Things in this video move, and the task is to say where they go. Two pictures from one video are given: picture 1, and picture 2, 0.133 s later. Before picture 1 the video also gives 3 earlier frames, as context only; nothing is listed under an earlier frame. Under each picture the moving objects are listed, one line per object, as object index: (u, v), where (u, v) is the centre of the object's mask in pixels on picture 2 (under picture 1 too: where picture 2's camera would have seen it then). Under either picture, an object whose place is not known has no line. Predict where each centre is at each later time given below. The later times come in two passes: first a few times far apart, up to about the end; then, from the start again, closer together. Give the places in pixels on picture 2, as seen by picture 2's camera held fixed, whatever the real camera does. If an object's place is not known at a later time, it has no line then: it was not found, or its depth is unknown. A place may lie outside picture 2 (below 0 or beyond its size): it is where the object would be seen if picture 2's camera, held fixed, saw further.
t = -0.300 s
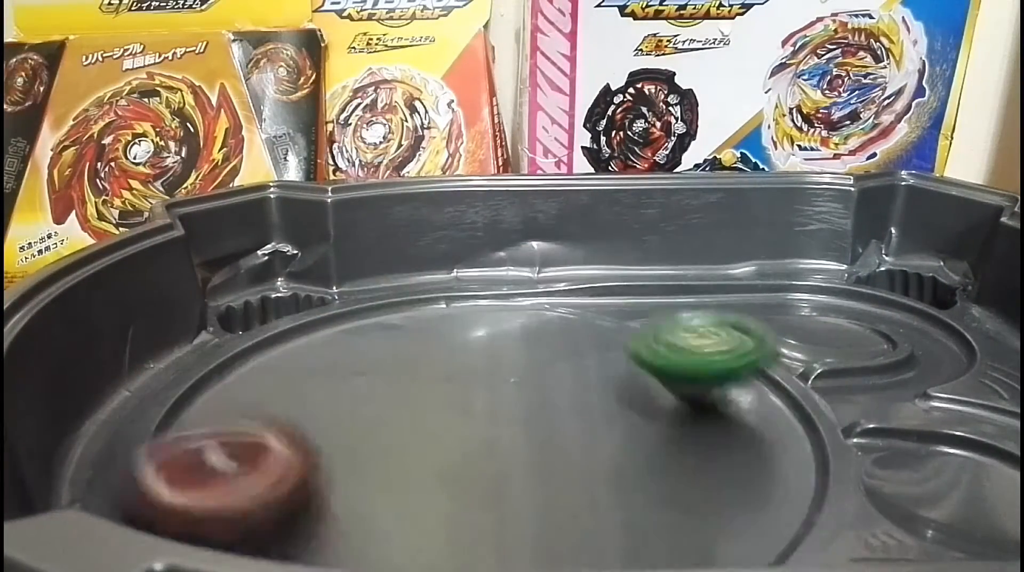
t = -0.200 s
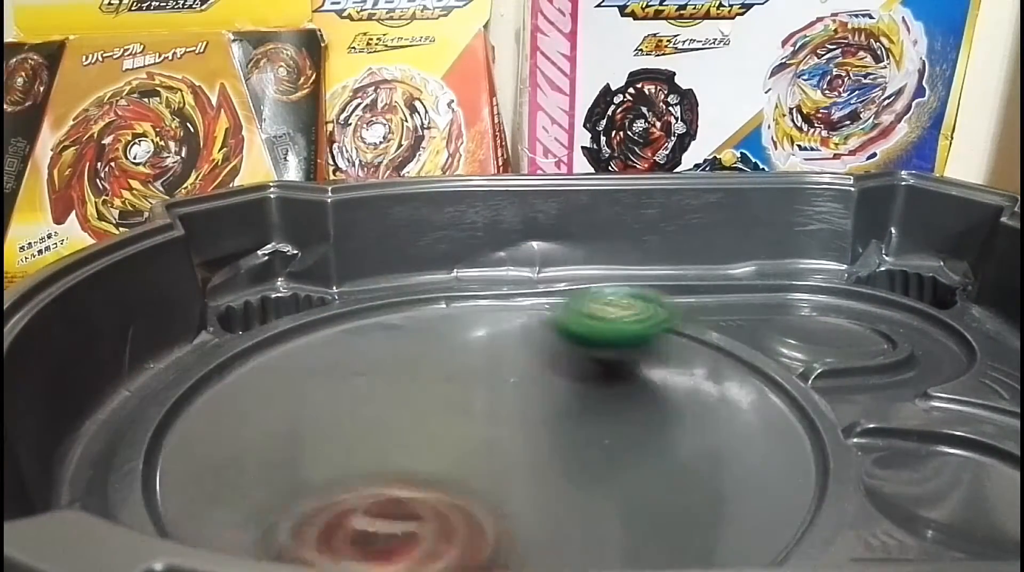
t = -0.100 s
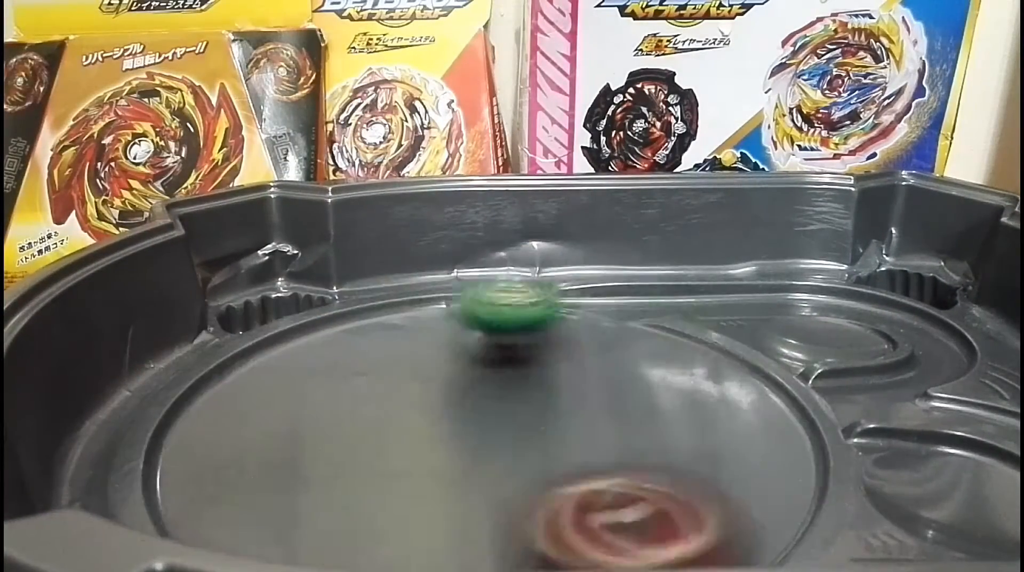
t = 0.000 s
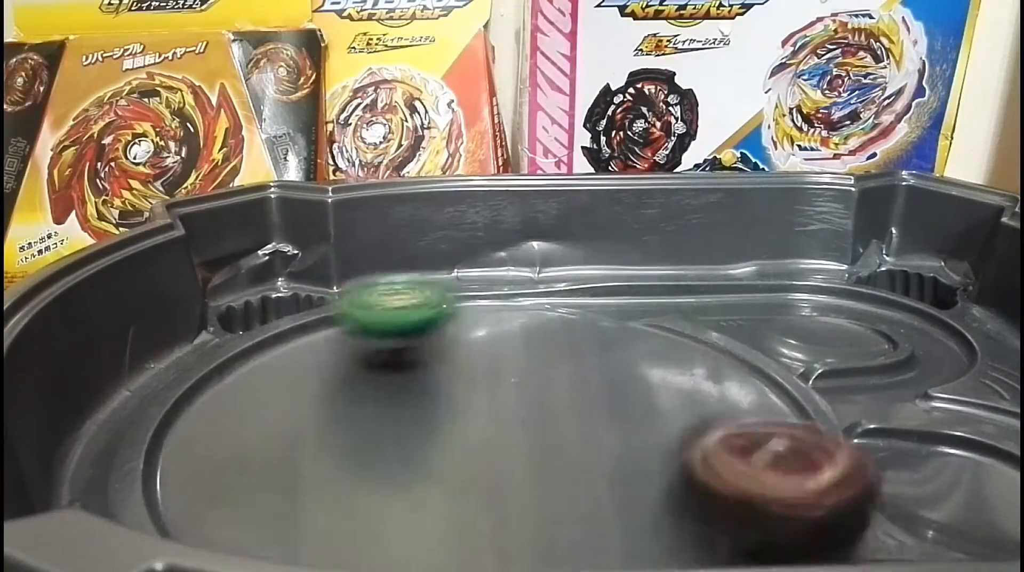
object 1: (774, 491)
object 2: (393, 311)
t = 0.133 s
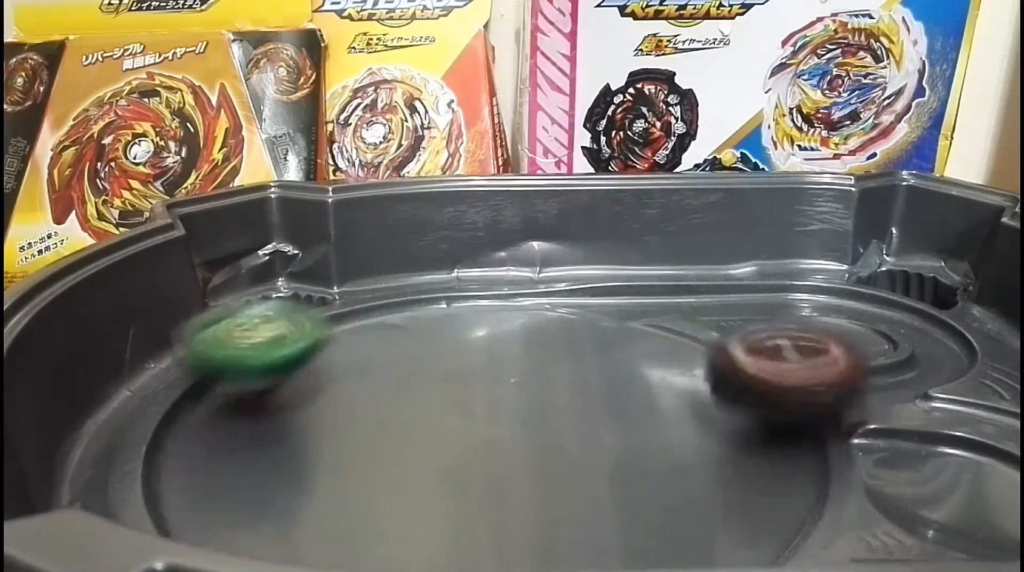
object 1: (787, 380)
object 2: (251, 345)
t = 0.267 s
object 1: (659, 311)
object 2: (182, 416)
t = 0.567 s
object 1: (251, 356)
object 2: (550, 485)
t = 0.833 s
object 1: (353, 523)
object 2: (656, 334)
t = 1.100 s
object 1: (735, 479)
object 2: (444, 275)
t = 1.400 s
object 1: (666, 322)
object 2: (299, 388)
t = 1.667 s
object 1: (404, 316)
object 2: (565, 437)
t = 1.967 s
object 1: (268, 463)
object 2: (619, 340)
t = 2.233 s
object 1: (516, 521)
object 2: (479, 349)
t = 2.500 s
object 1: (708, 451)
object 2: (487, 414)
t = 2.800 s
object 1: (608, 319)
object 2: (589, 391)
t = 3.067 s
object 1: (412, 309)
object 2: (530, 372)
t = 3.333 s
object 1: (275, 385)
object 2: (504, 398)
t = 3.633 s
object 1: (409, 491)
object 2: (491, 394)
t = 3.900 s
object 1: (645, 449)
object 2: (483, 385)
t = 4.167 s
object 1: (661, 354)
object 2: (478, 382)
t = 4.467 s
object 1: (514, 307)
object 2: (490, 393)
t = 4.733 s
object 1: (365, 361)
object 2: (479, 398)
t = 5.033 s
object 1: (371, 461)
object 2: (524, 403)
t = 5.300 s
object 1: (561, 479)
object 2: (542, 378)
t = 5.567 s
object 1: (634, 408)
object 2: (515, 356)
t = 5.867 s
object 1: (564, 364)
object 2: (403, 335)
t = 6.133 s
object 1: (563, 398)
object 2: (306, 325)
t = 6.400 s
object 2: (272, 348)
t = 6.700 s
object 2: (406, 366)
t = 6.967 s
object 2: (334, 293)
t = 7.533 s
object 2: (480, 287)
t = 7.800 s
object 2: (464, 303)
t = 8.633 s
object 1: (395, 334)
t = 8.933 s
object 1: (467, 323)
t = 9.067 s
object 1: (513, 333)
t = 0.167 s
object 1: (766, 356)
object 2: (223, 361)
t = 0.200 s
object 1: (738, 340)
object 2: (201, 378)
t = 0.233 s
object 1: (702, 324)
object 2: (188, 395)
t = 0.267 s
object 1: (659, 311)
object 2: (182, 416)
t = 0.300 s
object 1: (615, 297)
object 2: (192, 437)
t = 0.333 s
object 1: (571, 284)
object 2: (214, 460)
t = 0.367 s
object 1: (521, 281)
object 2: (246, 475)
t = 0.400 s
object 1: (471, 285)
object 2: (286, 488)
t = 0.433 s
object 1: (423, 294)
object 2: (338, 497)
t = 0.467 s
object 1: (381, 309)
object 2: (389, 502)
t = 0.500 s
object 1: (334, 320)
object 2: (447, 502)
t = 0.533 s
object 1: (286, 334)
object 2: (501, 495)
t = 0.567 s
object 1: (251, 356)
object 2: (550, 485)
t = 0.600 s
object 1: (218, 375)
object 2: (590, 472)
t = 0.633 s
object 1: (193, 399)
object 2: (624, 454)
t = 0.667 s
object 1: (176, 427)
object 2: (650, 435)
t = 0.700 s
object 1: (182, 459)
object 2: (667, 414)
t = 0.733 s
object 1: (208, 478)
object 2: (677, 390)
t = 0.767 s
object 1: (243, 495)
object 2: (677, 369)
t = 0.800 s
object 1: (287, 510)
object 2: (668, 349)
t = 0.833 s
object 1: (353, 523)
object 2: (656, 334)
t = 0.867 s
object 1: (411, 528)
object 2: (638, 322)
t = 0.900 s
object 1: (474, 528)
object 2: (615, 308)
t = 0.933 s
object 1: (533, 526)
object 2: (591, 299)
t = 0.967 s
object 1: (591, 522)
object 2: (565, 290)
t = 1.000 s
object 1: (639, 514)
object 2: (535, 280)
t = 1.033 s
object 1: (678, 506)
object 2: (504, 278)
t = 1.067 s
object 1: (712, 497)
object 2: (476, 276)
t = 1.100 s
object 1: (735, 479)
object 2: (444, 275)
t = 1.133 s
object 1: (750, 458)
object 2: (414, 278)
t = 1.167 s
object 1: (757, 437)
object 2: (388, 283)
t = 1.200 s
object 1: (758, 414)
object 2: (359, 293)
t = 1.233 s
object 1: (752, 394)
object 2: (338, 304)
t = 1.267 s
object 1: (742, 376)
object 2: (317, 319)
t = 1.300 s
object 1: (727, 359)
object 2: (303, 335)
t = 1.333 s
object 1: (708, 346)
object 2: (296, 352)
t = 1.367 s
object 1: (692, 329)
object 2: (294, 370)
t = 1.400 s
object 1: (666, 322)
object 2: (299, 388)
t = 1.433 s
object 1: (642, 312)
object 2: (314, 406)
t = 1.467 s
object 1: (615, 298)
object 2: (335, 420)
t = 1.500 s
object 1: (585, 290)
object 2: (366, 433)
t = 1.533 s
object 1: (551, 287)
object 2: (403, 442)
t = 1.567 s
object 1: (513, 287)
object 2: (446, 446)
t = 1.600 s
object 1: (474, 300)
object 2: (489, 448)
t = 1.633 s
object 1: (437, 305)
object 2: (527, 446)
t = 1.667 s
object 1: (404, 316)
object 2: (565, 437)
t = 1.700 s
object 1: (371, 328)
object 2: (596, 427)
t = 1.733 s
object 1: (340, 343)
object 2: (622, 414)
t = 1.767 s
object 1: (314, 360)
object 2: (645, 399)
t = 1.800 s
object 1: (293, 377)
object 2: (655, 385)
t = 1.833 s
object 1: (278, 394)
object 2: (659, 370)
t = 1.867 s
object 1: (267, 413)
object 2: (654, 359)
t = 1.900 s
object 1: (262, 433)
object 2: (647, 352)
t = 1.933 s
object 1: (263, 448)
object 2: (634, 345)
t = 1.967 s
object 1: (268, 463)
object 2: (619, 340)
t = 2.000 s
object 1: (281, 481)
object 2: (601, 336)
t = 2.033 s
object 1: (302, 492)
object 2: (582, 334)
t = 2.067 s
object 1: (328, 503)
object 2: (562, 332)
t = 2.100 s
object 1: (360, 511)
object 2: (545, 332)
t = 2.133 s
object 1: (394, 516)
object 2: (525, 334)
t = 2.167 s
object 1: (429, 520)
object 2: (507, 337)
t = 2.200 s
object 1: (469, 522)
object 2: (492, 343)
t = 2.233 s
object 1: (516, 521)
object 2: (479, 349)
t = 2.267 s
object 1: (556, 519)
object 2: (470, 357)
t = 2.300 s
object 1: (593, 514)
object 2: (462, 365)
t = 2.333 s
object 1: (625, 510)
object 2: (459, 374)
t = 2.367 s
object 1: (651, 504)
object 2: (460, 383)
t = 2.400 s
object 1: (672, 496)
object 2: (464, 393)
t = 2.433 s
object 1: (691, 484)
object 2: (471, 401)
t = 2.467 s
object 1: (702, 467)
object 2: (479, 408)
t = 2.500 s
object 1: (708, 451)
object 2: (487, 414)
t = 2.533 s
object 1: (710, 432)
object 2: (501, 419)
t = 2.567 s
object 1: (707, 417)
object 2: (515, 421)
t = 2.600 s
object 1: (699, 402)
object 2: (530, 422)
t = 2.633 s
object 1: (687, 388)
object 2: (544, 420)
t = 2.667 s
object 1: (678, 373)
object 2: (557, 416)
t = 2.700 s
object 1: (666, 358)
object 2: (570, 411)
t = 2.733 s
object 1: (651, 343)
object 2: (580, 405)
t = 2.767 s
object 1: (631, 329)
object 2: (586, 396)
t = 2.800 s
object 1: (608, 319)
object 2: (589, 391)
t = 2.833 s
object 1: (586, 312)
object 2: (590, 385)
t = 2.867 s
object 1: (562, 308)
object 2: (586, 382)
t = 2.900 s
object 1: (534, 309)
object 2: (578, 377)
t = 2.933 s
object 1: (511, 304)
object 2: (568, 374)
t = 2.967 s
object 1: (486, 305)
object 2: (557, 374)
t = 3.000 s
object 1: (460, 305)
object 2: (548, 373)
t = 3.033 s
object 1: (435, 307)
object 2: (538, 371)
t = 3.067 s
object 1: (412, 309)
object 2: (530, 372)
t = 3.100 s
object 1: (389, 313)
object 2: (522, 373)
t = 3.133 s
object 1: (367, 319)
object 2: (516, 375)
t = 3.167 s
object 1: (346, 326)
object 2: (512, 379)
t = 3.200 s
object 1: (328, 335)
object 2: (510, 382)
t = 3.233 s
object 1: (310, 345)
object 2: (508, 387)
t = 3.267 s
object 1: (297, 362)
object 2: (506, 391)
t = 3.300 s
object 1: (284, 373)
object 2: (505, 394)
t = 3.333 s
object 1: (275, 385)
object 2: (504, 398)
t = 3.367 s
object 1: (270, 397)
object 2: (502, 400)
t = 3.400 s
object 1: (270, 412)
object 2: (500, 402)
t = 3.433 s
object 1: (275, 425)
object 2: (498, 403)
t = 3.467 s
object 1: (286, 439)
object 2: (496, 404)
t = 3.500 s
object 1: (303, 452)
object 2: (495, 404)
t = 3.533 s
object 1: (325, 463)
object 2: (493, 402)
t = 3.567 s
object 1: (351, 476)
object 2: (492, 401)
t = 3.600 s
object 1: (378, 484)
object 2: (491, 399)
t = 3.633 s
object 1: (409, 491)
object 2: (491, 394)
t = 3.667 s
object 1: (442, 494)
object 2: (490, 389)
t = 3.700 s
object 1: (478, 496)
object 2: (488, 387)
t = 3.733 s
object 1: (511, 495)
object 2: (486, 385)
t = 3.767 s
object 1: (544, 489)
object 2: (487, 384)
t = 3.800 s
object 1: (577, 482)
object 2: (487, 385)
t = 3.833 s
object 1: (602, 472)
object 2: (487, 385)
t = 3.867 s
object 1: (625, 461)
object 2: (486, 384)
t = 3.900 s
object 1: (645, 449)
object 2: (483, 385)
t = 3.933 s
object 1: (661, 438)
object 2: (478, 384)
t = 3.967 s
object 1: (672, 423)
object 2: (473, 385)
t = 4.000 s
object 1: (679, 410)
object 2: (469, 387)
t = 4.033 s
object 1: (680, 398)
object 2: (467, 387)
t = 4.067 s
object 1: (679, 385)
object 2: (465, 387)
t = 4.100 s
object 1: (674, 374)
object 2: (467, 386)
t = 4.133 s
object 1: (668, 364)
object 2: (470, 385)
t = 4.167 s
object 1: (661, 354)
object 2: (478, 382)
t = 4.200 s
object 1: (651, 346)
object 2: (486, 382)
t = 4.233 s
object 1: (641, 338)
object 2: (494, 380)
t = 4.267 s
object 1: (627, 331)
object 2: (499, 381)
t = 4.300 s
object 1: (611, 323)
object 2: (501, 382)
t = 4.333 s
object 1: (596, 318)
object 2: (501, 384)
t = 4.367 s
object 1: (577, 313)
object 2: (498, 386)
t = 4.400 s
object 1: (556, 310)
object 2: (495, 389)
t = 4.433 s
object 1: (535, 308)
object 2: (493, 391)
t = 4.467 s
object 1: (514, 307)
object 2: (490, 393)
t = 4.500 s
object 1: (491, 309)
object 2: (488, 394)
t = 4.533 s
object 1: (467, 311)
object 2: (485, 395)
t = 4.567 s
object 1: (445, 316)
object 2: (483, 397)
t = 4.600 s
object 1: (423, 323)
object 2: (481, 397)
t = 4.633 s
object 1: (406, 330)
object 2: (479, 398)
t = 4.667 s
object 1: (390, 339)
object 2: (478, 398)
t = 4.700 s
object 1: (377, 349)
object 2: (478, 398)
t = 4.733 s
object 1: (365, 361)
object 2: (479, 398)
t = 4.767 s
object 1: (354, 372)
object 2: (479, 398)
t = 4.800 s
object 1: (346, 382)
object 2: (483, 399)
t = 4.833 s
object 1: (339, 394)
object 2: (490, 400)
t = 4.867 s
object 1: (336, 406)
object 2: (497, 402)
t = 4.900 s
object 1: (335, 416)
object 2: (503, 403)
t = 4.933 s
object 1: (338, 427)
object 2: (509, 402)
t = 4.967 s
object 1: (345, 439)
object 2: (515, 403)
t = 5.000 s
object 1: (356, 450)
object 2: (519, 403)
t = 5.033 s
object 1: (371, 461)
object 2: (524, 403)
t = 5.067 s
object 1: (393, 471)
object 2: (527, 402)
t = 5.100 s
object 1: (414, 479)
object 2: (531, 400)
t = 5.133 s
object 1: (436, 485)
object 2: (537, 397)
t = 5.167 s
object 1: (460, 487)
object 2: (541, 393)
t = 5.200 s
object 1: (489, 489)
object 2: (542, 388)
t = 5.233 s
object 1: (515, 487)
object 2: (543, 384)
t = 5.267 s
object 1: (539, 484)
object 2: (543, 380)
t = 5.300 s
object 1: (561, 479)
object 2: (542, 378)
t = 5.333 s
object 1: (581, 474)
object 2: (541, 375)
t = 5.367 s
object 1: (598, 464)
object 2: (540, 370)
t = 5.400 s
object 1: (611, 456)
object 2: (539, 368)
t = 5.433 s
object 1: (622, 446)
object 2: (536, 367)
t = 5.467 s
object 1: (629, 437)
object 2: (533, 364)
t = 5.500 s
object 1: (633, 429)
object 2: (528, 362)
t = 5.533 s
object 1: (635, 418)
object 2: (521, 359)
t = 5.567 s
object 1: (634, 408)
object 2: (515, 356)
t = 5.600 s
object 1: (630, 400)
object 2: (506, 352)
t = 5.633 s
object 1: (624, 391)
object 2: (497, 349)
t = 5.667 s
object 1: (615, 384)
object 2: (486, 346)
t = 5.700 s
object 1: (606, 378)
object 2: (475, 345)
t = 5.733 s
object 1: (597, 374)
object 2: (464, 342)
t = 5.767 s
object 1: (589, 370)
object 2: (449, 340)
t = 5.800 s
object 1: (584, 367)
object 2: (430, 337)
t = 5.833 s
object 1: (576, 365)
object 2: (414, 336)
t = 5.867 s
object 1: (564, 364)
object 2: (403, 335)
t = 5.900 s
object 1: (553, 364)
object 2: (394, 336)
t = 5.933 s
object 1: (542, 366)
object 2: (389, 336)
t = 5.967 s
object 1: (531, 368)
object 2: (384, 337)
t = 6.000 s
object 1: (519, 372)
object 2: (381, 339)
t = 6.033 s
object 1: (515, 378)
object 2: (376, 341)
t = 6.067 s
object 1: (534, 385)
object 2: (349, 331)
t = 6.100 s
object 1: (549, 392)
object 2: (324, 329)
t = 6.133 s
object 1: (563, 398)
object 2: (306, 325)
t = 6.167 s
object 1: (576, 403)
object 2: (291, 323)
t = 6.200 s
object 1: (589, 409)
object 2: (275, 322)
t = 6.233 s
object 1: (604, 412)
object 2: (263, 323)
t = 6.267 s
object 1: (618, 415)
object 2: (251, 324)
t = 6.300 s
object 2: (249, 330)
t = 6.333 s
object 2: (255, 337)
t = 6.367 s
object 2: (263, 342)
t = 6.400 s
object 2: (272, 348)
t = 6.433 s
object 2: (283, 352)
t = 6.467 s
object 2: (295, 355)
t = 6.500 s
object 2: (311, 357)
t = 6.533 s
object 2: (326, 359)
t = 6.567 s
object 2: (343, 361)
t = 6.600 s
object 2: (359, 361)
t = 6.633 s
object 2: (374, 363)
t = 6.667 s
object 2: (391, 366)
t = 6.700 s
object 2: (406, 366)
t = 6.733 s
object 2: (421, 367)
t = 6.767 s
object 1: (570, 429)
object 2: (414, 356)
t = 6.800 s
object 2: (381, 330)
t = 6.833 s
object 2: (360, 311)
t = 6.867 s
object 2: (342, 296)
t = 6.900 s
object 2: (335, 286)
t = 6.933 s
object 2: (332, 290)
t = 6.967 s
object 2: (334, 293)
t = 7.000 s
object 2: (338, 299)
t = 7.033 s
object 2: (346, 305)
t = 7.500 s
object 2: (484, 308)
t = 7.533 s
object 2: (480, 287)
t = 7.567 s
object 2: (477, 275)
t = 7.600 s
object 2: (476, 271)
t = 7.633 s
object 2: (471, 275)
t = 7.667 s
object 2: (467, 278)
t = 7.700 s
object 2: (464, 283)
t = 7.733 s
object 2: (463, 289)
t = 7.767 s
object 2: (463, 295)
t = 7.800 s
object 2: (464, 303)
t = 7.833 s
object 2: (467, 311)
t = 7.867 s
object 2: (472, 319)
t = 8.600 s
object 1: (389, 338)
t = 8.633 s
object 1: (395, 334)
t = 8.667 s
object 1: (401, 329)
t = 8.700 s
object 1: (408, 326)
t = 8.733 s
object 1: (414, 323)
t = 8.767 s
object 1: (421, 321)
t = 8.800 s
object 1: (430, 321)
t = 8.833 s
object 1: (438, 320)
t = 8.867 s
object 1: (447, 320)
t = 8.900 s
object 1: (456, 322)
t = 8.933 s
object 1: (467, 323)
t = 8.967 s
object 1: (479, 325)
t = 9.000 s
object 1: (489, 327)
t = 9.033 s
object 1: (500, 330)
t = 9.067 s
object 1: (513, 333)
